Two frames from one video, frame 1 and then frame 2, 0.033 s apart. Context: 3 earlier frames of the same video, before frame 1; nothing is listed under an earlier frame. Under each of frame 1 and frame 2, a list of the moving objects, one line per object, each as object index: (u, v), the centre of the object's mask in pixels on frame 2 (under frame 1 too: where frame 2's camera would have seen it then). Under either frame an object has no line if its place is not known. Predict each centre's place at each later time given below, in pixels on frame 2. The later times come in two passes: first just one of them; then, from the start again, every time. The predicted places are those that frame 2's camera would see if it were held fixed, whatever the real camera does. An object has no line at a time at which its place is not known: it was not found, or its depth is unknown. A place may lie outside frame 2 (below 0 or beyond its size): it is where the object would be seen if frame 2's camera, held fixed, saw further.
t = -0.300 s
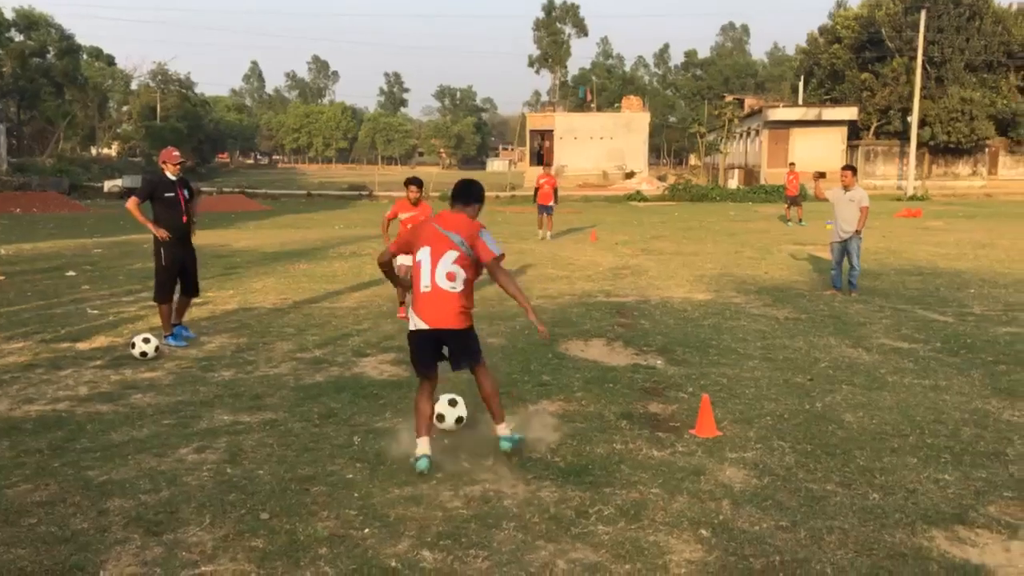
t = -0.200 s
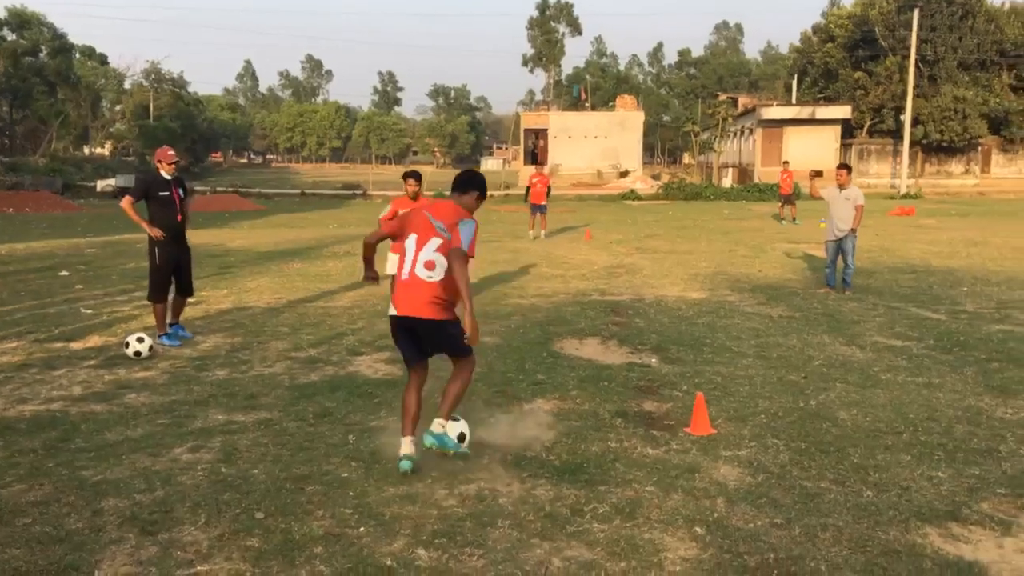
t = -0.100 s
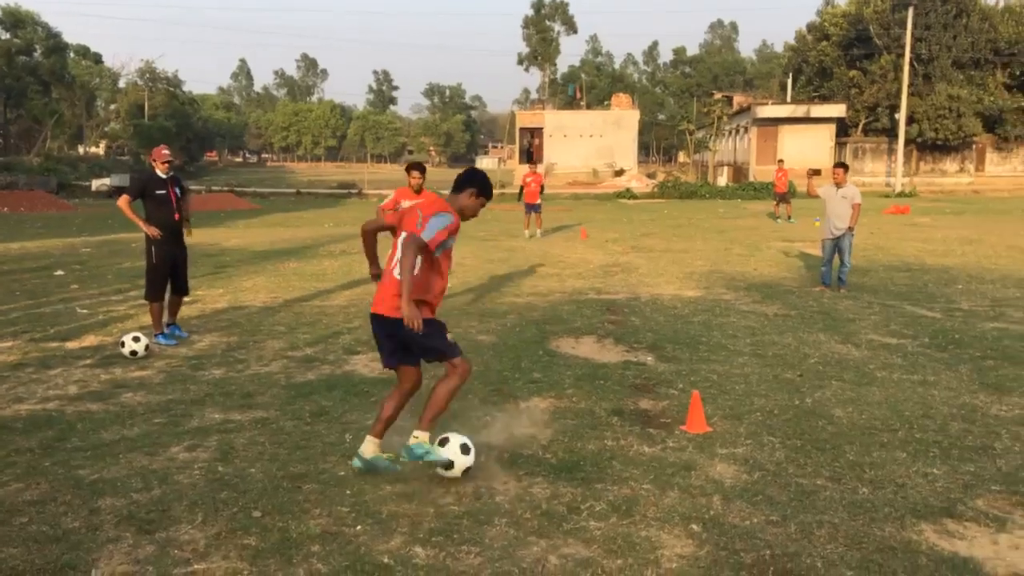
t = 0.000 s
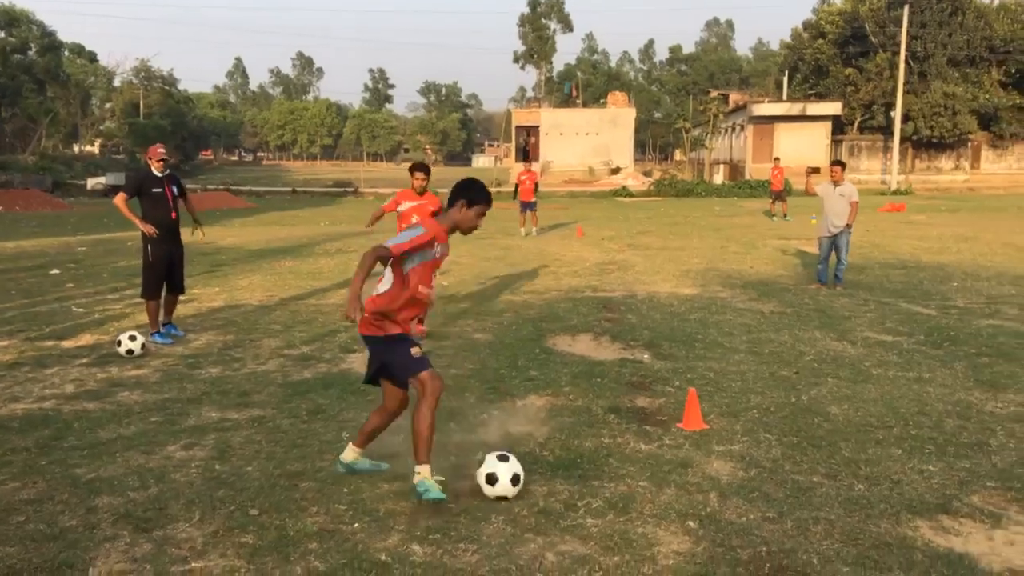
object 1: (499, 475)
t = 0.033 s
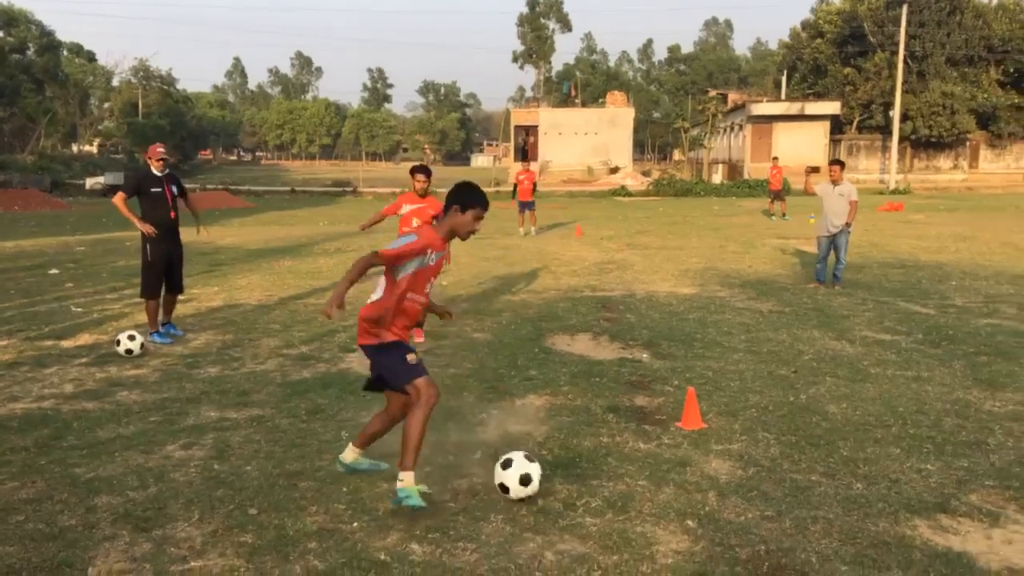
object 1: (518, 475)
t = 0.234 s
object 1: (639, 510)
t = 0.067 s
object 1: (537, 476)
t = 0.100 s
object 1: (556, 479)
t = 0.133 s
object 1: (576, 485)
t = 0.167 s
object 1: (597, 494)
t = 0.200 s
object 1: (618, 505)
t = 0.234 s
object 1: (639, 510)
